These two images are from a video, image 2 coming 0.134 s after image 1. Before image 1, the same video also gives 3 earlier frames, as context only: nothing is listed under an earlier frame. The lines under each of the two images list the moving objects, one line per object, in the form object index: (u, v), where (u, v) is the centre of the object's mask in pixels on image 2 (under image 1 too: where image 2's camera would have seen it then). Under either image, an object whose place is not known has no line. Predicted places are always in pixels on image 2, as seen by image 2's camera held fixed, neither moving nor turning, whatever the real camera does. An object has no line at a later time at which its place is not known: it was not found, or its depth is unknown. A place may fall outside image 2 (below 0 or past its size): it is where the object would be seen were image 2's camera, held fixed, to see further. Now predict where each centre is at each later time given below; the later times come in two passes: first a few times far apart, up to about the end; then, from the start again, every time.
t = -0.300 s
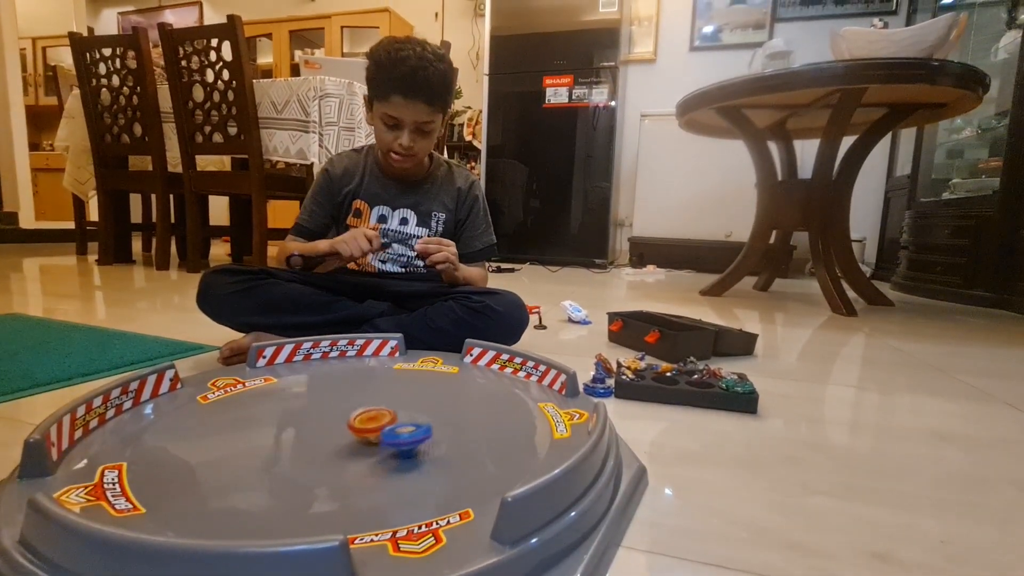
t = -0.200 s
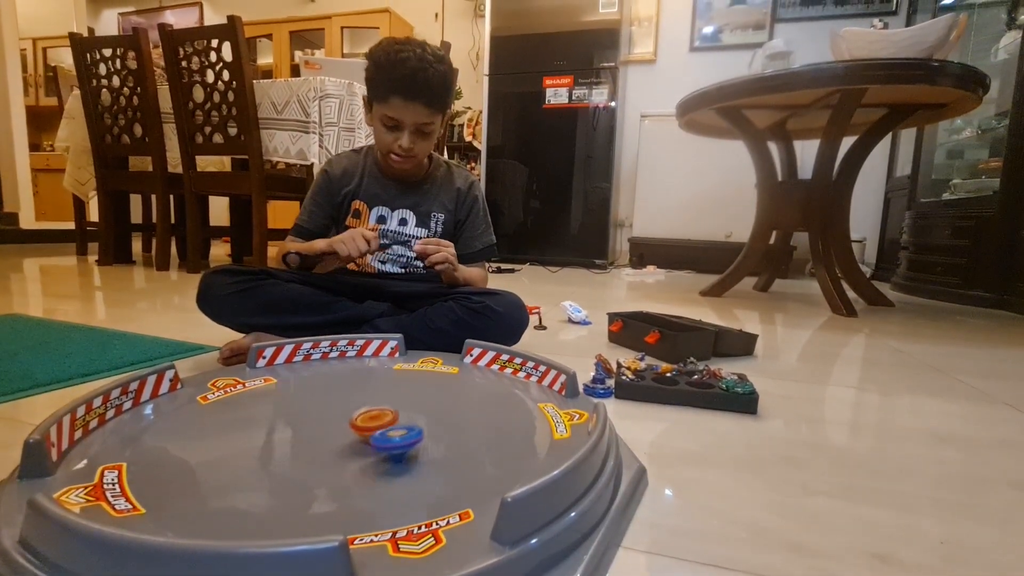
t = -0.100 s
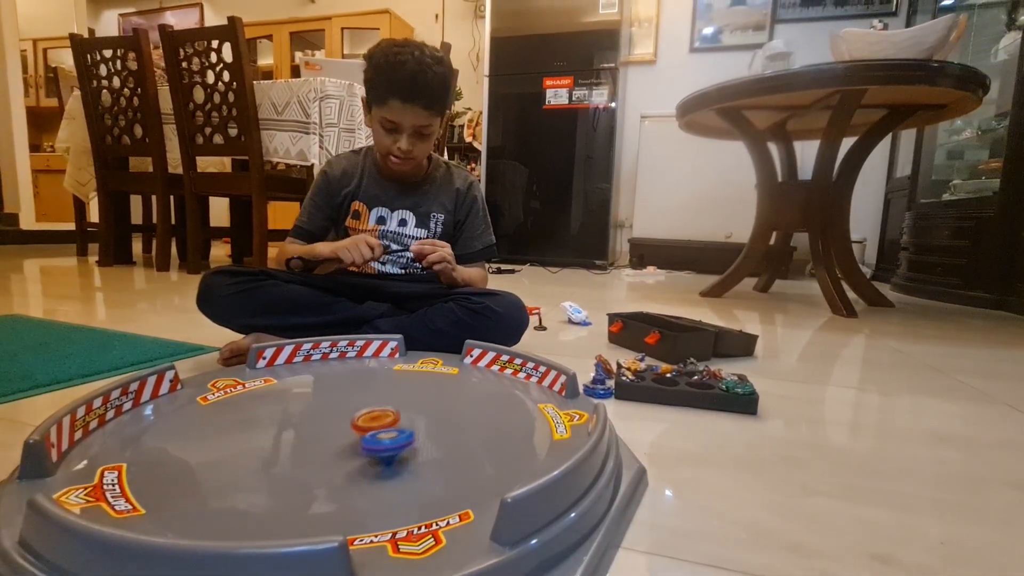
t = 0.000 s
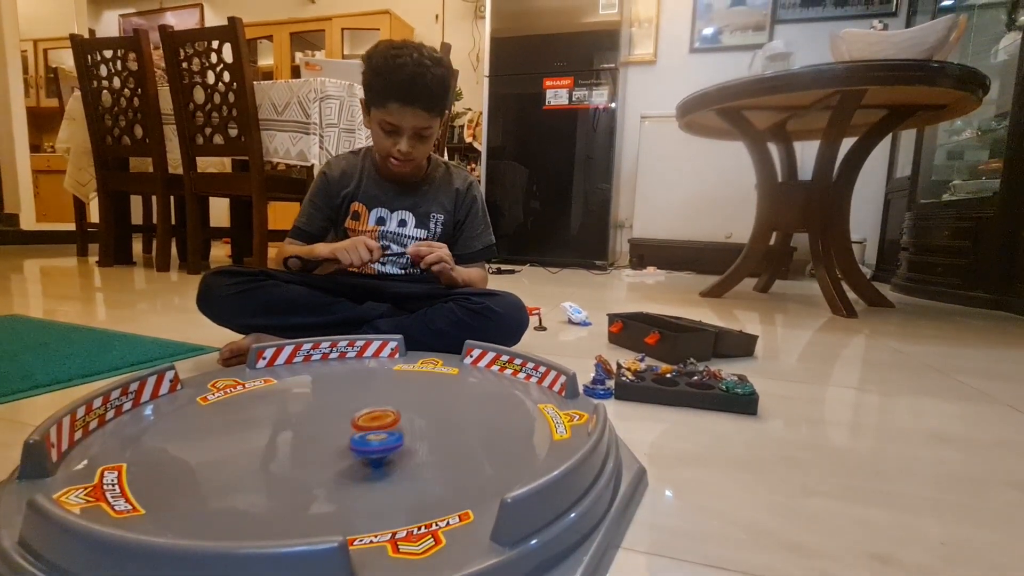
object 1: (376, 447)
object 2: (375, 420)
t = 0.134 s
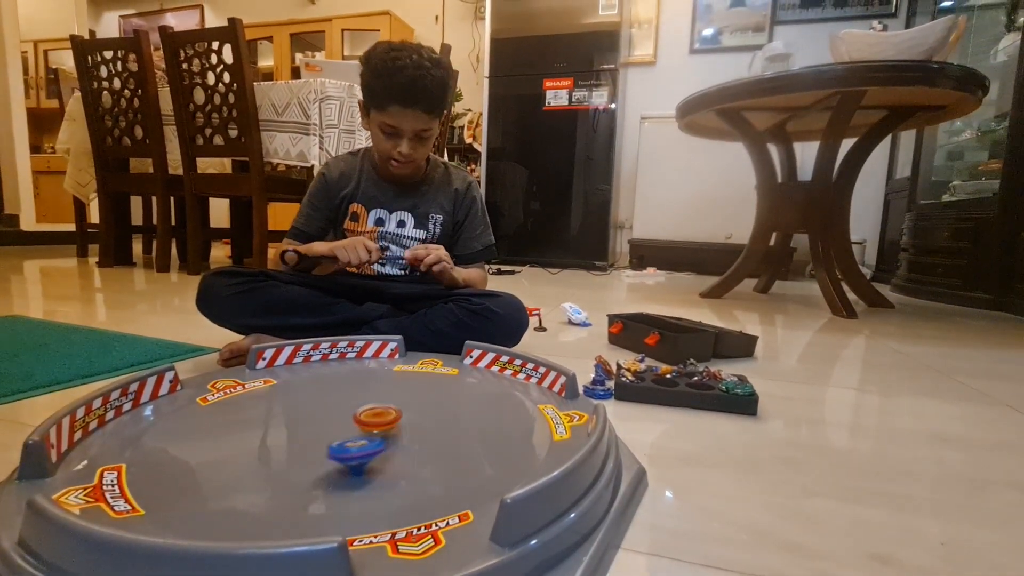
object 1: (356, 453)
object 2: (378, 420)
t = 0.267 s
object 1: (338, 456)
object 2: (376, 420)
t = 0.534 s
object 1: (309, 450)
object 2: (367, 421)
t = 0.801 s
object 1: (305, 437)
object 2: (360, 422)
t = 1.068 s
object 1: (225, 429)
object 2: (414, 416)
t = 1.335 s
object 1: (242, 424)
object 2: (421, 415)
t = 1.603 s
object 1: (281, 424)
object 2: (419, 418)
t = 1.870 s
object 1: (322, 431)
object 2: (412, 424)
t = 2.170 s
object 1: (345, 451)
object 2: (396, 427)
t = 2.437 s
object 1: (322, 468)
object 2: (376, 424)
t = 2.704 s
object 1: (295, 470)
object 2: (361, 420)
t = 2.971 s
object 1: (294, 460)
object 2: (357, 418)
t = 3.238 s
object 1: (327, 445)
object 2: (359, 417)
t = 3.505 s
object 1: (364, 442)
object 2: (373, 411)
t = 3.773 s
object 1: (389, 446)
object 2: (382, 414)
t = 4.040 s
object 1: (395, 451)
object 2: (384, 421)
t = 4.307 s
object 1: (382, 454)
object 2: (377, 426)
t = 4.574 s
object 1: (368, 452)
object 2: (363, 425)
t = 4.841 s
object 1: (366, 445)
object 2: (354, 418)
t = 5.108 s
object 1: (380, 436)
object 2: (352, 415)
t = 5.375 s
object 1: (400, 428)
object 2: (362, 415)
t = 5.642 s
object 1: (416, 426)
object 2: (373, 419)
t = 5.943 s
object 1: (422, 434)
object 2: (367, 424)
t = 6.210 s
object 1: (406, 439)
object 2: (349, 427)
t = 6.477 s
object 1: (390, 433)
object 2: (337, 426)
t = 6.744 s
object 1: (391, 420)
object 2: (333, 426)
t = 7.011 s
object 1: (402, 413)
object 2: (341, 425)
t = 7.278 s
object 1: (412, 414)
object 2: (355, 428)
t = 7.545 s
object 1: (409, 418)
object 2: (364, 432)
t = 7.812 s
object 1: (403, 419)
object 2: (356, 436)
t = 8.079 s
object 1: (389, 419)
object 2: (348, 435)
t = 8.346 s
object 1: (393, 415)
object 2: (332, 433)
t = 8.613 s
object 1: (396, 412)
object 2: (334, 427)
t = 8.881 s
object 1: (431, 417)
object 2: (313, 421)
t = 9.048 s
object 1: (453, 423)
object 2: (297, 418)
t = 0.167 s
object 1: (352, 454)
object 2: (378, 420)
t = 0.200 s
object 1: (347, 456)
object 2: (378, 420)
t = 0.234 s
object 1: (342, 455)
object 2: (377, 420)
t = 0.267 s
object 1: (338, 456)
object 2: (376, 420)
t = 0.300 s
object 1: (334, 455)
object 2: (375, 420)
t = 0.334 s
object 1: (329, 455)
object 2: (374, 421)
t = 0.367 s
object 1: (325, 455)
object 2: (373, 421)
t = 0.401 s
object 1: (321, 455)
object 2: (372, 421)
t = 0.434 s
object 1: (317, 454)
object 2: (371, 421)
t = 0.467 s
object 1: (314, 453)
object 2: (370, 421)
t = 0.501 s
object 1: (311, 452)
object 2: (368, 421)
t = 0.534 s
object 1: (309, 450)
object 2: (367, 421)
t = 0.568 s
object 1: (307, 449)
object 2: (366, 421)
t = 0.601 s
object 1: (305, 448)
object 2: (365, 421)
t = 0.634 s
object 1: (304, 445)
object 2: (364, 421)
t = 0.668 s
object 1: (303, 443)
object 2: (363, 421)
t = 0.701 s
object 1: (303, 442)
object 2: (362, 422)
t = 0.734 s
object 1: (303, 441)
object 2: (362, 423)
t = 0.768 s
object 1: (304, 439)
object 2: (361, 422)
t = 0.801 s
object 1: (305, 437)
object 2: (360, 422)
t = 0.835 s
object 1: (306, 435)
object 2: (359, 423)
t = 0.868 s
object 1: (297, 435)
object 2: (367, 423)
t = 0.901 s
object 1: (277, 435)
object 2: (383, 421)
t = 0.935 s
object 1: (259, 434)
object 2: (394, 419)
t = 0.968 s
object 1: (246, 432)
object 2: (402, 417)
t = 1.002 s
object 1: (236, 431)
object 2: (408, 417)
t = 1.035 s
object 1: (229, 430)
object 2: (412, 416)
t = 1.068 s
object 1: (225, 429)
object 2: (414, 416)
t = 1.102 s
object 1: (224, 428)
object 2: (416, 416)
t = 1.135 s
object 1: (225, 427)
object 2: (417, 415)
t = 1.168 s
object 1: (226, 427)
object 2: (418, 415)
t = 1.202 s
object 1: (227, 426)
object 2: (419, 414)
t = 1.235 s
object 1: (230, 426)
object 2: (420, 415)
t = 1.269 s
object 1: (234, 425)
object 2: (421, 415)
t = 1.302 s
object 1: (238, 424)
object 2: (421, 415)
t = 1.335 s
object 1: (242, 424)
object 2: (421, 415)
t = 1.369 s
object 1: (246, 423)
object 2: (421, 416)
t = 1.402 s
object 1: (251, 423)
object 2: (421, 416)
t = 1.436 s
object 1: (256, 423)
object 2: (421, 416)
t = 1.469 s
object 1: (261, 423)
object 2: (421, 417)
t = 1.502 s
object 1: (266, 423)
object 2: (420, 417)
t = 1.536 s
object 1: (271, 423)
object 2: (420, 417)
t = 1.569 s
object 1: (275, 423)
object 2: (420, 418)
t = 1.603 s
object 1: (281, 424)
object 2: (419, 418)
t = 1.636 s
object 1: (287, 425)
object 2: (419, 419)
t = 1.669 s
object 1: (292, 425)
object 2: (418, 420)
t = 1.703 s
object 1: (297, 425)
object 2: (418, 421)
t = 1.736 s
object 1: (302, 426)
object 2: (417, 421)
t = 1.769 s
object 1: (308, 427)
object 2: (416, 422)
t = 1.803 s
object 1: (313, 429)
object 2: (415, 423)
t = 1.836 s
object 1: (318, 430)
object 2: (413, 423)
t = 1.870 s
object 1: (322, 431)
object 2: (412, 424)
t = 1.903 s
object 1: (328, 433)
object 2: (410, 425)
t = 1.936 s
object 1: (333, 435)
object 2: (407, 426)
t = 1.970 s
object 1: (337, 437)
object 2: (405, 427)
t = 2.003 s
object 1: (341, 439)
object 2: (402, 427)
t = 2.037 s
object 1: (345, 442)
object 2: (399, 428)
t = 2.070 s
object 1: (348, 444)
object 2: (397, 428)
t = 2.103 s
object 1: (346, 447)
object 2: (397, 428)
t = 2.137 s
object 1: (345, 449)
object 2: (397, 427)
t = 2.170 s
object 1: (345, 451)
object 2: (396, 427)
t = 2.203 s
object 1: (343, 454)
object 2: (395, 426)
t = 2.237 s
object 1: (341, 456)
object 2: (392, 426)
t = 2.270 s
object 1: (339, 459)
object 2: (390, 426)
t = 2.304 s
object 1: (336, 461)
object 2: (387, 426)
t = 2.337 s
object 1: (333, 463)
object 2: (384, 425)
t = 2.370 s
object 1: (329, 465)
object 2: (381, 425)
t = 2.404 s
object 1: (325, 467)
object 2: (378, 424)
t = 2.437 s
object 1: (322, 468)
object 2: (376, 424)
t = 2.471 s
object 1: (318, 469)
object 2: (373, 423)
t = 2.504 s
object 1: (314, 470)
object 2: (371, 423)
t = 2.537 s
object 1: (311, 471)
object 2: (369, 422)
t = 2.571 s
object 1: (308, 471)
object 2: (367, 422)
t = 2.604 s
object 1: (304, 471)
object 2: (365, 421)
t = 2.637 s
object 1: (300, 471)
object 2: (363, 421)
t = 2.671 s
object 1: (297, 470)
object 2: (362, 420)
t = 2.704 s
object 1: (295, 470)
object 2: (361, 420)
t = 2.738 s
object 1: (292, 469)
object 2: (360, 419)
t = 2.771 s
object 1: (290, 468)
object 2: (359, 419)
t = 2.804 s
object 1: (289, 467)
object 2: (358, 419)
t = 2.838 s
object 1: (289, 465)
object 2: (358, 419)
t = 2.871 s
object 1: (290, 464)
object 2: (357, 418)
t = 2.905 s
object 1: (291, 463)
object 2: (357, 418)
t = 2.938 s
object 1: (292, 461)
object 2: (357, 418)
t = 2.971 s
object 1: (294, 460)
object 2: (357, 418)
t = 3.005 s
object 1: (297, 457)
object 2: (357, 418)
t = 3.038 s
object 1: (300, 456)
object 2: (357, 418)
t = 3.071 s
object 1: (303, 454)
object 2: (357, 418)
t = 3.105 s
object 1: (307, 451)
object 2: (357, 418)
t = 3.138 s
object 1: (312, 450)
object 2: (358, 418)
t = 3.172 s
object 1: (316, 447)
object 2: (358, 418)
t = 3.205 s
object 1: (321, 445)
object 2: (358, 418)
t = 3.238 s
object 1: (327, 445)
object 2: (359, 417)
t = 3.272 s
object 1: (333, 443)
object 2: (360, 416)
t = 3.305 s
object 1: (339, 441)
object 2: (361, 415)
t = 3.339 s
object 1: (342, 442)
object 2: (364, 414)
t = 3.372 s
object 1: (345, 444)
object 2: (366, 414)
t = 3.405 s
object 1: (349, 443)
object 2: (368, 413)
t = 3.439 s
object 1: (353, 442)
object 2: (371, 412)
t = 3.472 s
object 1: (358, 442)
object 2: (372, 412)
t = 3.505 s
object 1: (364, 442)
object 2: (373, 411)
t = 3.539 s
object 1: (367, 443)
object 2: (375, 411)
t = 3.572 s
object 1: (371, 443)
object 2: (376, 411)
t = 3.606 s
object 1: (376, 443)
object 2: (377, 411)
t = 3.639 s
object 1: (379, 443)
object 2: (379, 412)
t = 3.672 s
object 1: (382, 444)
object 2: (380, 412)
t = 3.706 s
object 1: (385, 444)
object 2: (380, 413)
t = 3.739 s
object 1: (388, 445)
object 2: (381, 413)
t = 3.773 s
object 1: (389, 446)
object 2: (382, 414)
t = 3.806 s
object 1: (392, 446)
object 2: (383, 415)
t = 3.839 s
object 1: (393, 447)
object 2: (383, 416)
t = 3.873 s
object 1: (394, 447)
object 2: (384, 416)
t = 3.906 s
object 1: (395, 448)
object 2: (384, 417)
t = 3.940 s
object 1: (396, 449)
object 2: (385, 418)
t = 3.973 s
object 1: (396, 450)
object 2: (384, 419)
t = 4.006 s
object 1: (395, 451)
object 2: (384, 420)
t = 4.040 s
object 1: (395, 451)
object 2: (384, 421)
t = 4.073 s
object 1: (394, 452)
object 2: (383, 422)
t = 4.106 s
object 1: (392, 453)
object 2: (383, 422)
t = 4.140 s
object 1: (392, 454)
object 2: (383, 423)
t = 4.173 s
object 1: (390, 454)
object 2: (381, 424)
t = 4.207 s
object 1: (388, 454)
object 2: (380, 425)
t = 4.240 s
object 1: (386, 455)
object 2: (380, 426)
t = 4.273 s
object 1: (385, 455)
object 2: (378, 426)
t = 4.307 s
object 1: (382, 454)
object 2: (377, 426)
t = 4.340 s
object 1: (380, 454)
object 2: (375, 427)
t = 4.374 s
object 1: (378, 454)
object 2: (373, 427)
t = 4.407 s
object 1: (376, 454)
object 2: (372, 427)
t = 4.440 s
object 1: (374, 454)
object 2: (371, 427)
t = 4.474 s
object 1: (372, 454)
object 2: (369, 427)
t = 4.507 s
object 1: (370, 453)
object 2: (366, 427)
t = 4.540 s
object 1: (369, 453)
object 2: (364, 426)
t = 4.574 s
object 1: (368, 452)
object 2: (363, 425)
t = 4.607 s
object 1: (367, 452)
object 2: (361, 425)
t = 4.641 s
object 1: (366, 451)
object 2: (360, 424)
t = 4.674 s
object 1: (366, 451)
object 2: (359, 423)
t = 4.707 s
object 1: (364, 450)
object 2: (357, 422)
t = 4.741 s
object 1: (365, 449)
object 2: (356, 421)
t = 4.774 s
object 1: (365, 447)
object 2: (355, 420)
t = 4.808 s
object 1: (365, 446)
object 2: (354, 419)
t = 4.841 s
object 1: (366, 445)
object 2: (354, 418)
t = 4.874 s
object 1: (367, 444)
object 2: (353, 417)
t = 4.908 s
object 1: (368, 443)
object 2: (352, 416)
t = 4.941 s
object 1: (370, 441)
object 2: (352, 416)
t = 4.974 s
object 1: (371, 440)
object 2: (352, 415)
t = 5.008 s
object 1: (373, 439)
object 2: (351, 415)
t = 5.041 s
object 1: (375, 438)
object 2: (351, 415)
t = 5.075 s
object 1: (377, 436)
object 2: (351, 415)
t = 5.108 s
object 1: (380, 436)
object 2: (352, 415)
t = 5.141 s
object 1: (384, 435)
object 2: (353, 416)
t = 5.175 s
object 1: (386, 434)
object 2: (353, 415)
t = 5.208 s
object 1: (388, 432)
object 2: (354, 415)
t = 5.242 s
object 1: (391, 431)
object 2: (355, 415)
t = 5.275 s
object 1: (393, 431)
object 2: (357, 415)
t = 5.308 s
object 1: (396, 429)
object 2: (358, 415)
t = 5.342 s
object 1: (398, 428)
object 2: (360, 415)
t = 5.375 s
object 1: (400, 428)
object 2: (362, 415)
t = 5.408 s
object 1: (403, 428)
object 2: (364, 415)
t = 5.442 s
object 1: (405, 427)
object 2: (365, 415)
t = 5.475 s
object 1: (407, 427)
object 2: (367, 416)
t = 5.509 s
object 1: (409, 427)
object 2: (368, 416)
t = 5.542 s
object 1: (411, 426)
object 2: (370, 417)
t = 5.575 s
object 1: (414, 427)
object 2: (371, 417)
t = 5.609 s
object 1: (415, 426)
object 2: (372, 418)
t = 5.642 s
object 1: (416, 426)
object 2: (373, 419)
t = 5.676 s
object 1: (418, 428)
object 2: (373, 420)
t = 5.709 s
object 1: (418, 428)
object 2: (374, 421)
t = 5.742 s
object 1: (419, 428)
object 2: (374, 422)
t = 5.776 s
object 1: (420, 429)
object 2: (375, 423)
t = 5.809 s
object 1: (420, 430)
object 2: (375, 423)
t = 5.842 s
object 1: (422, 431)
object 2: (373, 423)
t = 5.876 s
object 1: (423, 433)
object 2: (370, 423)
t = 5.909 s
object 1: (422, 434)
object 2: (369, 424)
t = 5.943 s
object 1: (422, 434)
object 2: (367, 424)
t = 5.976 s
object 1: (420, 435)
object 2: (365, 424)
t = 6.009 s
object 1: (419, 436)
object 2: (362, 425)
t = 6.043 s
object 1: (417, 437)
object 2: (360, 425)
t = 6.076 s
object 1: (416, 437)
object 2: (357, 425)
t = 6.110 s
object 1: (414, 438)
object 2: (355, 425)
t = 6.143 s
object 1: (410, 438)
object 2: (353, 426)
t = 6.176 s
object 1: (409, 439)
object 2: (350, 426)
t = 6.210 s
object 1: (406, 439)
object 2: (349, 427)
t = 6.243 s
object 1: (403, 438)
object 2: (346, 426)
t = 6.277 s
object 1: (401, 438)
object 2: (345, 426)
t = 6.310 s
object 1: (398, 438)
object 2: (343, 427)
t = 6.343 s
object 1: (396, 437)
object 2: (341, 426)
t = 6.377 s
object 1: (394, 436)
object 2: (341, 427)
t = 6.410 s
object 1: (393, 435)
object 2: (339, 427)
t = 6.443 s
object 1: (391, 434)
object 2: (339, 427)
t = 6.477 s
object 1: (390, 433)
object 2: (337, 426)
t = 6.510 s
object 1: (390, 432)
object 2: (336, 426)
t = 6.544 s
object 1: (389, 430)
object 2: (335, 426)
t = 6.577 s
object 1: (389, 429)
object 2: (334, 426)
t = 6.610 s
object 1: (389, 426)
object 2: (334, 426)
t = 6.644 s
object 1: (389, 425)
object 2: (334, 426)
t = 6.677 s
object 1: (390, 424)
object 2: (334, 426)
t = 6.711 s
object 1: (390, 422)
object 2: (333, 426)
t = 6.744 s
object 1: (391, 420)
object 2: (333, 426)
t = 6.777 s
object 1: (392, 418)
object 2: (334, 426)
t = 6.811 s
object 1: (393, 417)
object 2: (334, 426)
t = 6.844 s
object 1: (394, 416)
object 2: (335, 425)
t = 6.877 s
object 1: (395, 415)
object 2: (335, 425)
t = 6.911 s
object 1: (397, 414)
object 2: (337, 426)
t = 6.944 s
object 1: (399, 414)
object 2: (338, 425)
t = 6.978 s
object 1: (401, 414)
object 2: (340, 426)
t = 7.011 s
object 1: (402, 413)
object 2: (341, 425)
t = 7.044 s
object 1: (404, 412)
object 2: (343, 427)
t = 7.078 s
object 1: (405, 412)
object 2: (345, 427)
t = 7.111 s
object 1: (407, 412)
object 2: (346, 427)
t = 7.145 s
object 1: (409, 412)
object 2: (348, 427)
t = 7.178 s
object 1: (410, 412)
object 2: (350, 428)
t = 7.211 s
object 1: (411, 413)
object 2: (351, 428)
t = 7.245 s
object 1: (412, 413)
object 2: (353, 428)
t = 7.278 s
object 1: (412, 414)
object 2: (355, 428)
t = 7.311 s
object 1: (412, 414)
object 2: (357, 429)
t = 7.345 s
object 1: (412, 415)
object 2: (359, 429)
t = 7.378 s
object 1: (412, 415)
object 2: (361, 430)
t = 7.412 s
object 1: (411, 416)
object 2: (361, 430)
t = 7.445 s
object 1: (410, 417)
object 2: (364, 431)
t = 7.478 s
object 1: (410, 418)
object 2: (364, 431)
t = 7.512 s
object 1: (409, 418)
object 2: (365, 432)
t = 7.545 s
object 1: (409, 418)
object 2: (364, 432)
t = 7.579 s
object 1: (409, 418)
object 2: (362, 434)
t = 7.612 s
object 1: (409, 418)
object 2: (361, 434)
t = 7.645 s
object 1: (407, 419)
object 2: (360, 435)
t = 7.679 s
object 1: (407, 419)
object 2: (360, 435)
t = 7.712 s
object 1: (406, 419)
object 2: (359, 436)
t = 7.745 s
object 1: (406, 419)
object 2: (358, 436)
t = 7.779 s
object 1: (405, 420)
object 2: (357, 436)
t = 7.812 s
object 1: (403, 419)
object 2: (356, 436)
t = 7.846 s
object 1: (402, 419)
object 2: (355, 436)
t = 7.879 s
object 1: (400, 420)
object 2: (353, 436)
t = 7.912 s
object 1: (399, 420)
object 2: (353, 436)
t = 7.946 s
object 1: (397, 420)
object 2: (351, 436)
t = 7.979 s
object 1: (395, 420)
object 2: (351, 436)
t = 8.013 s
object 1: (393, 420)
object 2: (349, 436)
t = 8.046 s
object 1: (392, 420)
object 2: (348, 436)
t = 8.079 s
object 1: (389, 419)
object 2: (348, 435)
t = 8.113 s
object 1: (389, 419)
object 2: (347, 435)
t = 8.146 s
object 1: (389, 420)
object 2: (346, 435)
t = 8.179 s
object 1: (391, 419)
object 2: (341, 436)
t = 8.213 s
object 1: (391, 416)
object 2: (339, 436)
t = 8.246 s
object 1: (391, 415)
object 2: (337, 436)
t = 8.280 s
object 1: (390, 415)
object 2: (335, 435)
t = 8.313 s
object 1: (391, 414)
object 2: (333, 434)
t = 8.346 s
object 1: (393, 415)
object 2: (332, 433)
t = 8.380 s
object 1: (393, 413)
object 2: (332, 433)
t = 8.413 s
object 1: (394, 413)
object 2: (331, 432)
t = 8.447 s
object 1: (394, 412)
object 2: (330, 431)
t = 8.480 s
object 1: (395, 412)
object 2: (330, 430)
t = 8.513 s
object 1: (396, 411)
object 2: (330, 428)
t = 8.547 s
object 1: (396, 412)
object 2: (331, 428)
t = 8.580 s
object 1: (396, 412)
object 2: (332, 427)
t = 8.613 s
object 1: (396, 412)
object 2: (334, 427)
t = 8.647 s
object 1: (395, 412)
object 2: (336, 425)
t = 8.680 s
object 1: (395, 413)
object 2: (337, 425)
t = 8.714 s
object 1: (394, 413)
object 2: (339, 424)
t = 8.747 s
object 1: (394, 413)
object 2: (342, 424)
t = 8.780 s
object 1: (392, 414)
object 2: (343, 423)
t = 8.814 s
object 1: (399, 415)
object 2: (338, 422)
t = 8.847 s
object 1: (415, 416)
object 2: (324, 422)
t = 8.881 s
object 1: (431, 417)
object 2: (313, 421)
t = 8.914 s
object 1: (442, 418)
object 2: (305, 420)
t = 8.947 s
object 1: (448, 418)
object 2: (301, 421)
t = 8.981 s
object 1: (452, 419)
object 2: (299, 419)
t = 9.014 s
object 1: (454, 422)
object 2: (297, 419)
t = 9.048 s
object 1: (453, 423)
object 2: (297, 418)
